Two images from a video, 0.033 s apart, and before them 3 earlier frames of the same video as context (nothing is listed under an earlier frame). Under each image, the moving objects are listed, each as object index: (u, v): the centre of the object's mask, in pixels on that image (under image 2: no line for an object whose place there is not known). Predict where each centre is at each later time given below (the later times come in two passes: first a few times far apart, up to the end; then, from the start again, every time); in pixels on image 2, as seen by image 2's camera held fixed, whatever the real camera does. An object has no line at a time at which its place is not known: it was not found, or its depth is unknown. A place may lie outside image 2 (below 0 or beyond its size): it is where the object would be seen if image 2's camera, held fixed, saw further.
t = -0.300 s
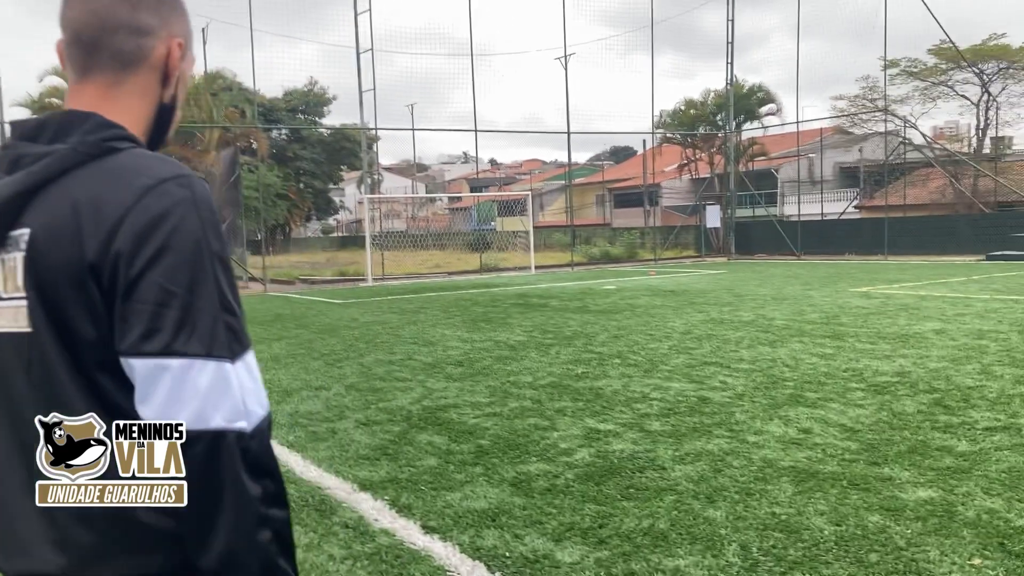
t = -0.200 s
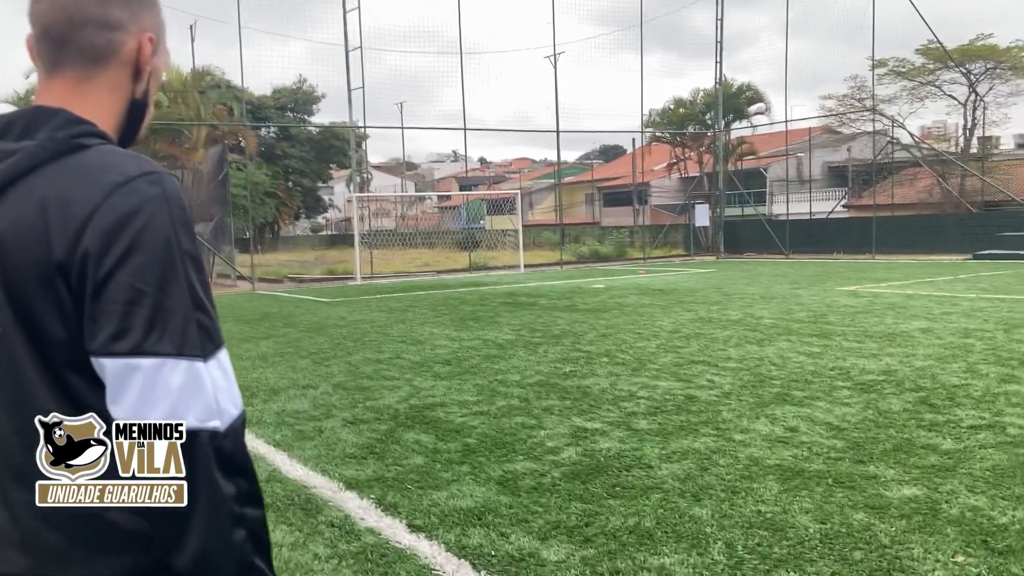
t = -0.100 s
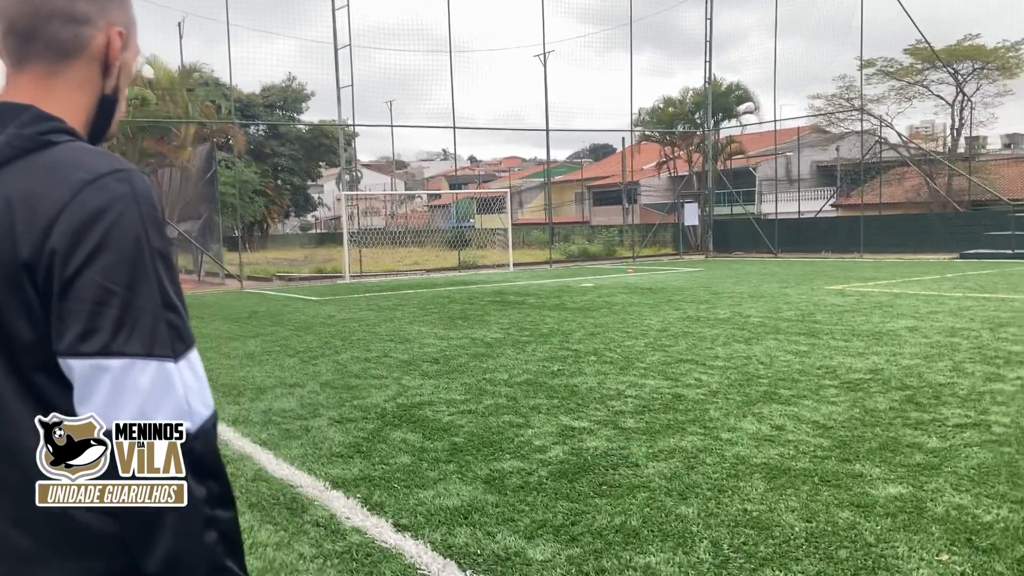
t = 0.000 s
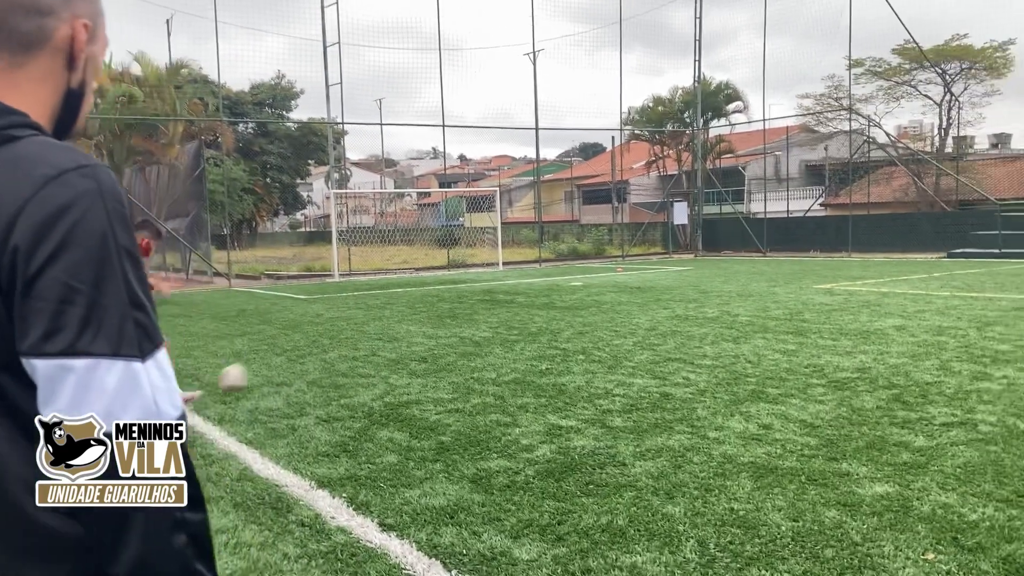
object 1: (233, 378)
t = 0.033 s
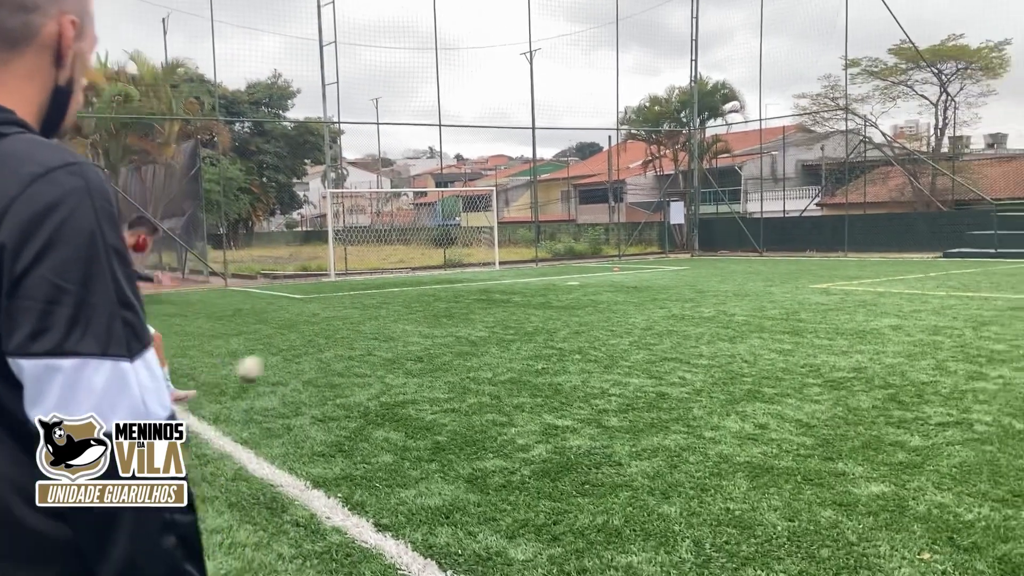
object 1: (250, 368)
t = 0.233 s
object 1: (349, 352)
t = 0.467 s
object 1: (415, 329)
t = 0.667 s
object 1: (452, 320)
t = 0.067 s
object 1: (269, 362)
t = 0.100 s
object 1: (287, 358)
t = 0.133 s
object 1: (304, 354)
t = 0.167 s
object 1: (321, 352)
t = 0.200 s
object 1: (335, 351)
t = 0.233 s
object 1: (349, 352)
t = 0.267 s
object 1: (363, 350)
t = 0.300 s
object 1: (371, 345)
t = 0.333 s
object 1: (382, 338)
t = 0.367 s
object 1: (390, 334)
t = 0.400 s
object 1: (398, 332)
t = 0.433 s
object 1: (407, 330)
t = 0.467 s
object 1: (415, 329)
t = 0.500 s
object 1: (423, 329)
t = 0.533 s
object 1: (429, 330)
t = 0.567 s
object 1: (436, 327)
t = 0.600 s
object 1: (441, 324)
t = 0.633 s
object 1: (446, 321)
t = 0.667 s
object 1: (452, 320)
